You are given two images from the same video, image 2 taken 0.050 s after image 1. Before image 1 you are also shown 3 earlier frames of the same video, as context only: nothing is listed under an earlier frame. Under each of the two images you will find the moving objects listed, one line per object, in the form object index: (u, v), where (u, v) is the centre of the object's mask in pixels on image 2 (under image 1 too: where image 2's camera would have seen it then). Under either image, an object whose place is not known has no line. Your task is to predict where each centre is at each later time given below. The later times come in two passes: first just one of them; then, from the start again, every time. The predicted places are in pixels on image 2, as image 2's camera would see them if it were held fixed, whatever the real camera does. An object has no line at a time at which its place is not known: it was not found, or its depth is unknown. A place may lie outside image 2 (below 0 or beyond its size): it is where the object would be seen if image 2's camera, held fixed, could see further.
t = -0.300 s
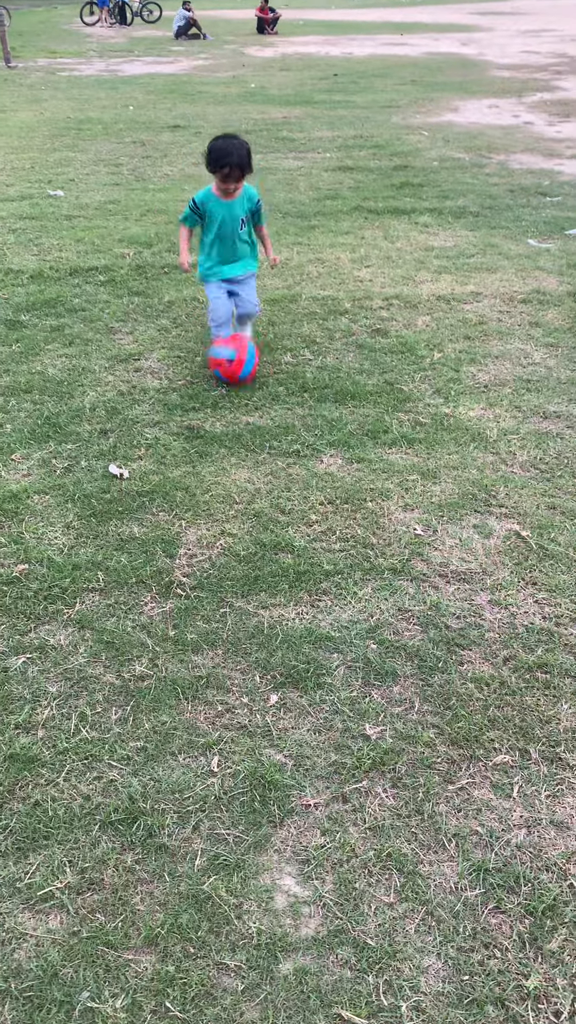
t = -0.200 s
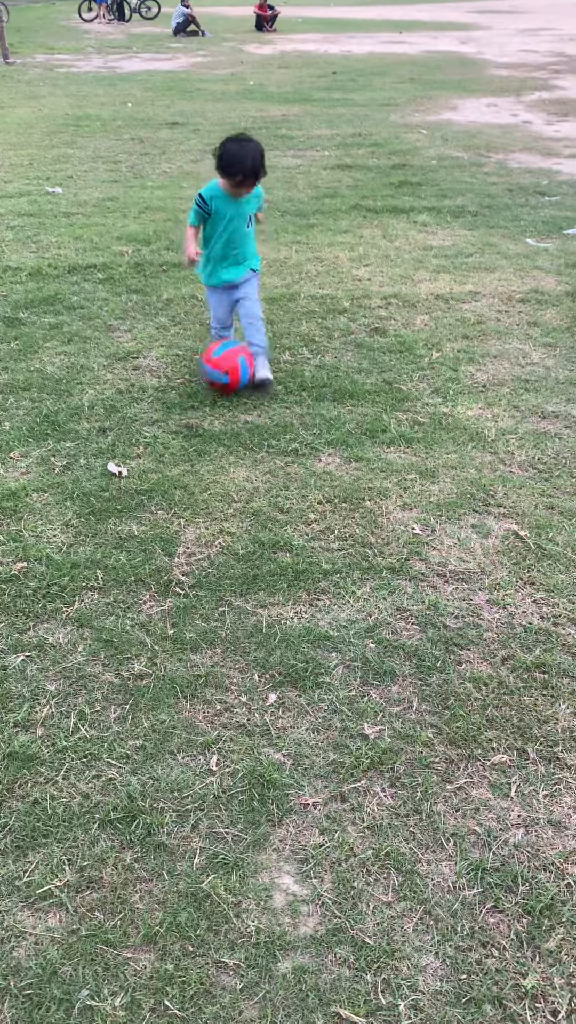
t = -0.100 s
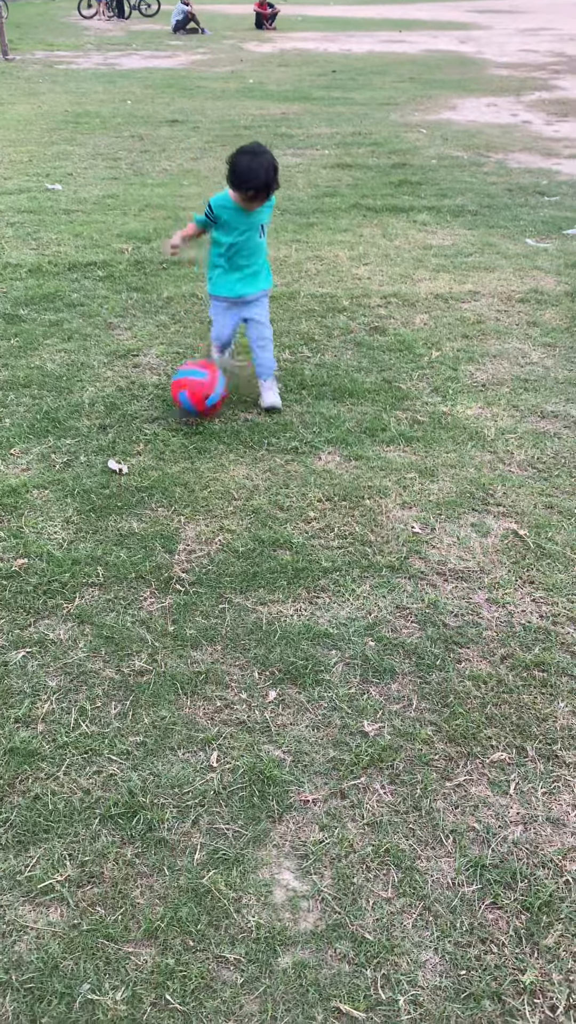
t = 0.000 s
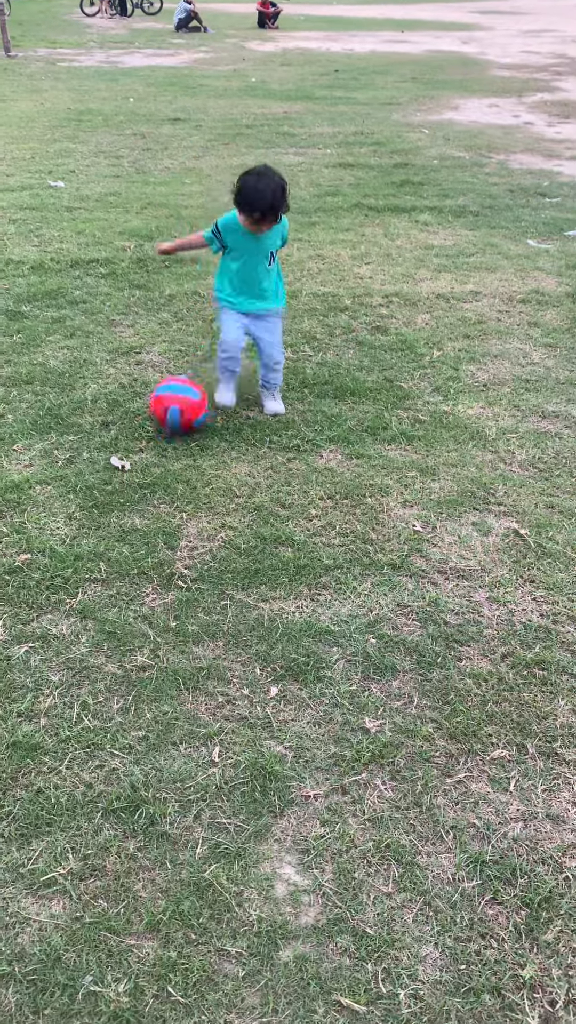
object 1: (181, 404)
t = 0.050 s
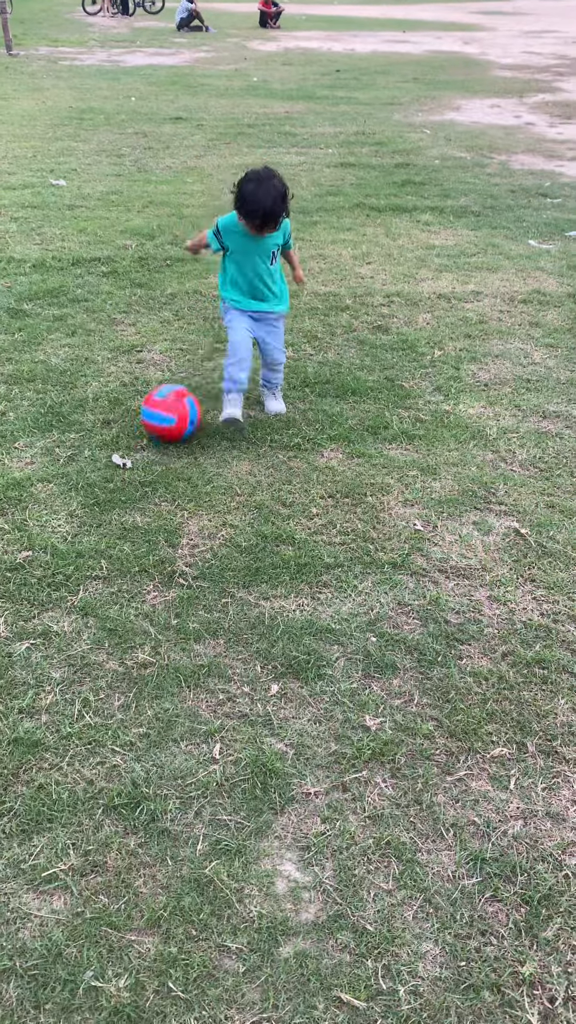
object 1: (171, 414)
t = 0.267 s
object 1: (126, 450)
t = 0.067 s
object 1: (167, 416)
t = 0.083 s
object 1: (164, 421)
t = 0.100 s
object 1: (161, 422)
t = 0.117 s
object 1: (159, 424)
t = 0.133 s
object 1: (155, 427)
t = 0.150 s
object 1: (151, 429)
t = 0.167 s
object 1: (148, 430)
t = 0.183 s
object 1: (144, 434)
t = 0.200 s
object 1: (141, 436)
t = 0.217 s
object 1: (137, 440)
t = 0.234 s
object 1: (133, 444)
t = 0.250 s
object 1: (130, 447)
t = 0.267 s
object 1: (126, 450)
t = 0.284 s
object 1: (122, 454)
